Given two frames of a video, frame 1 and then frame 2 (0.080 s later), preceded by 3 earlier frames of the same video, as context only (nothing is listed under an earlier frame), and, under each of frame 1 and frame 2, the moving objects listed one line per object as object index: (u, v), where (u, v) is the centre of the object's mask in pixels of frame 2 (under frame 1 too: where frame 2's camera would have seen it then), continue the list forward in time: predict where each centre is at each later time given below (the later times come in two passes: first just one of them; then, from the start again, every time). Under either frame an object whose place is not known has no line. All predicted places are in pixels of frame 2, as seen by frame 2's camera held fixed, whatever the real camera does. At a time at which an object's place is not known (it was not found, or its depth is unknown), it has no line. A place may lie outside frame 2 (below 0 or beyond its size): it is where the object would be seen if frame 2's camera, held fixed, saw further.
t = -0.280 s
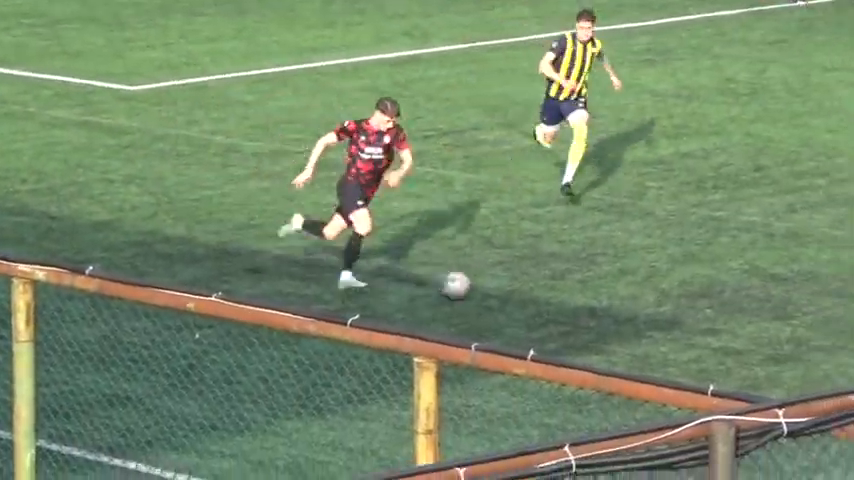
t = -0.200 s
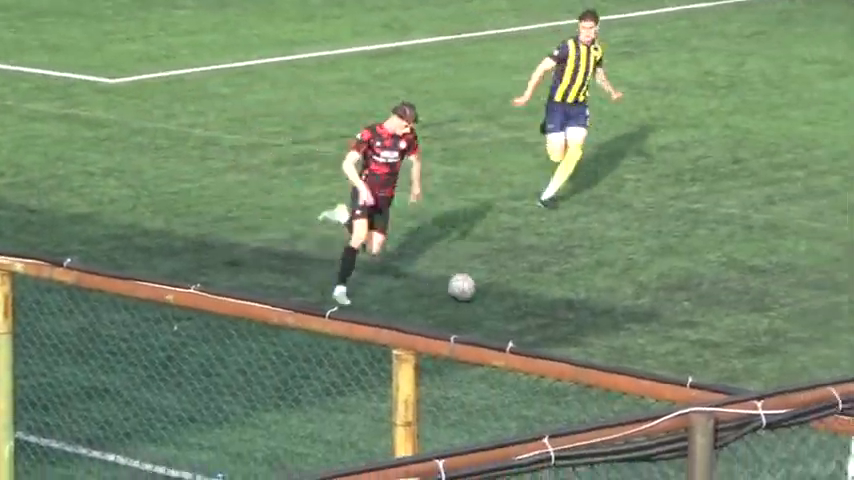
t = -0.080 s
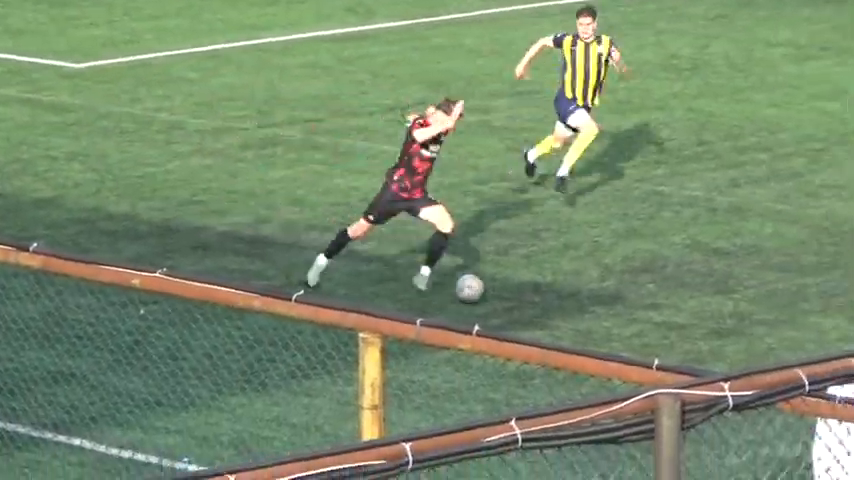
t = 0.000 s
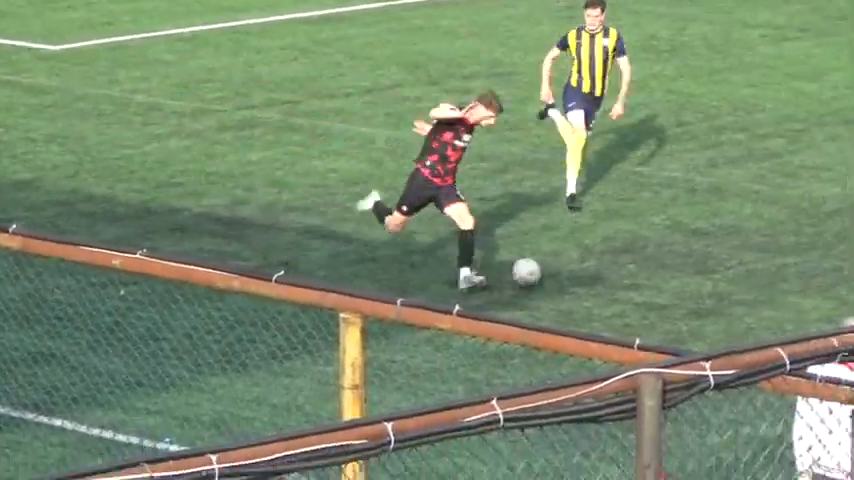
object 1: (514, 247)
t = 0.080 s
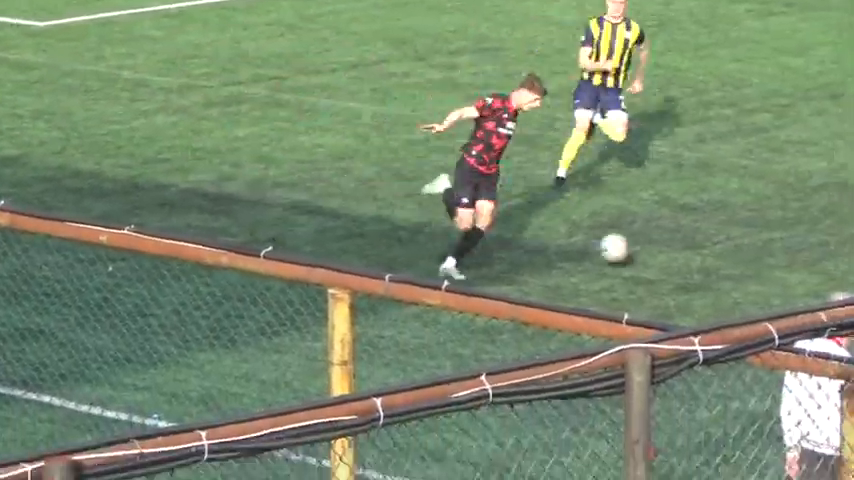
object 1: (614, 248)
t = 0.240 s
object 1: (814, 272)
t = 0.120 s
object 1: (664, 252)
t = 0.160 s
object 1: (714, 258)
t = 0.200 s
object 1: (765, 266)
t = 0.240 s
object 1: (814, 272)
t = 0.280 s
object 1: (857, 271)
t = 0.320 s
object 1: (900, 270)
